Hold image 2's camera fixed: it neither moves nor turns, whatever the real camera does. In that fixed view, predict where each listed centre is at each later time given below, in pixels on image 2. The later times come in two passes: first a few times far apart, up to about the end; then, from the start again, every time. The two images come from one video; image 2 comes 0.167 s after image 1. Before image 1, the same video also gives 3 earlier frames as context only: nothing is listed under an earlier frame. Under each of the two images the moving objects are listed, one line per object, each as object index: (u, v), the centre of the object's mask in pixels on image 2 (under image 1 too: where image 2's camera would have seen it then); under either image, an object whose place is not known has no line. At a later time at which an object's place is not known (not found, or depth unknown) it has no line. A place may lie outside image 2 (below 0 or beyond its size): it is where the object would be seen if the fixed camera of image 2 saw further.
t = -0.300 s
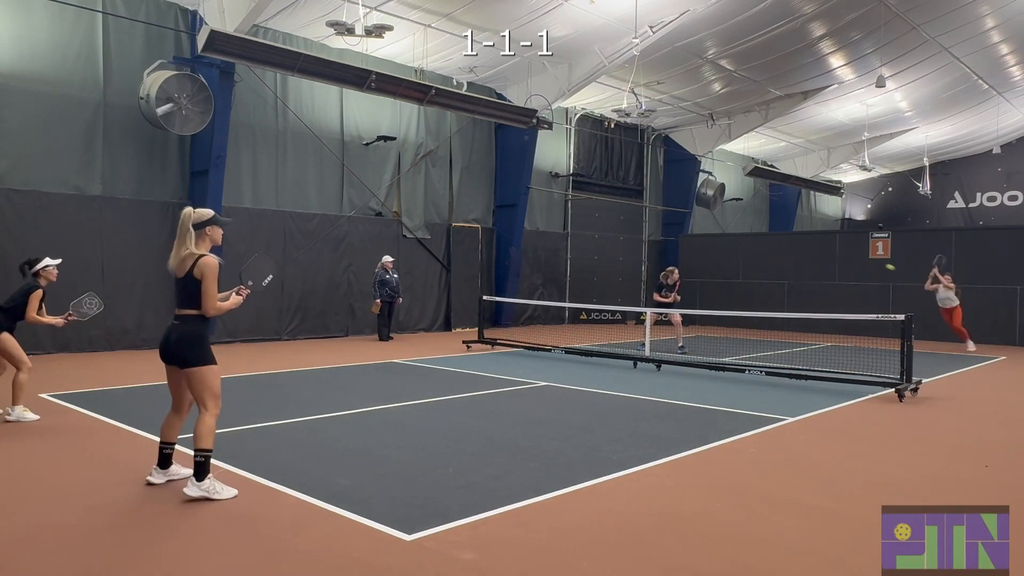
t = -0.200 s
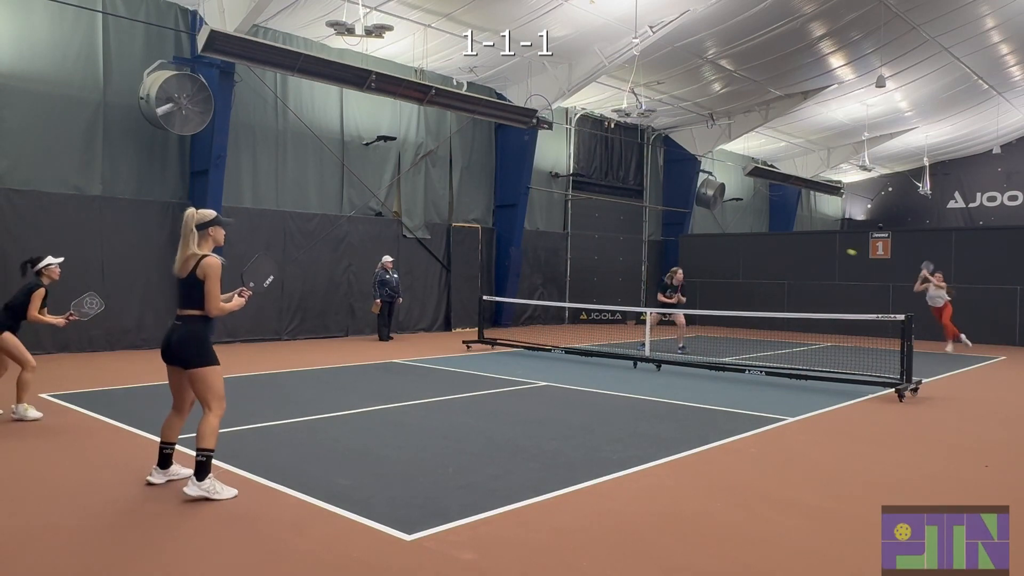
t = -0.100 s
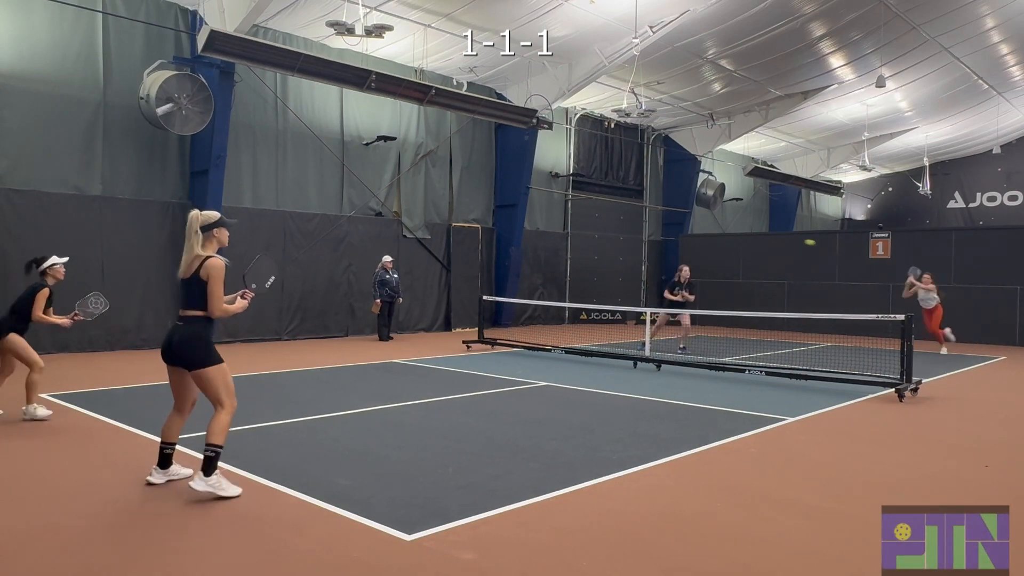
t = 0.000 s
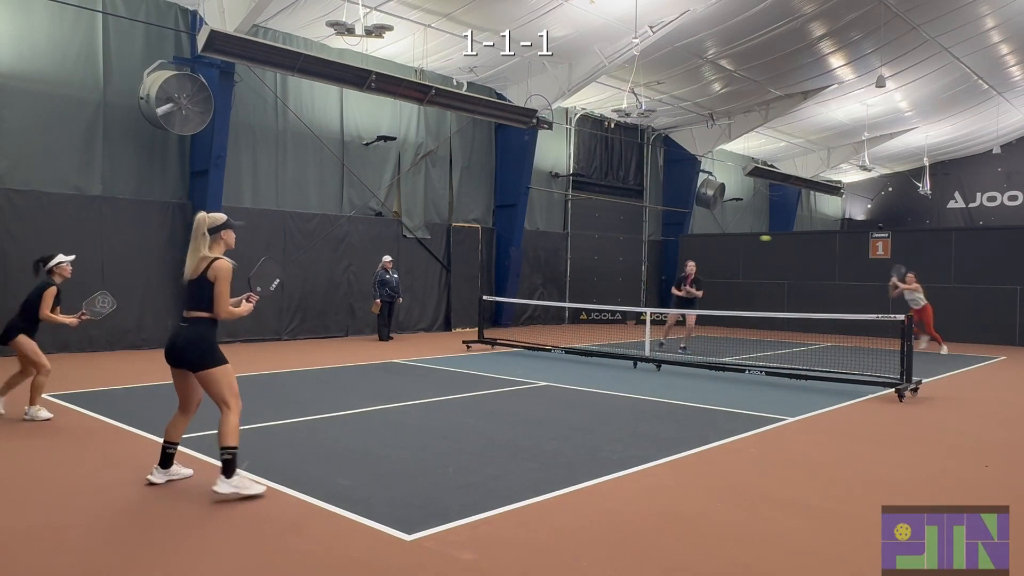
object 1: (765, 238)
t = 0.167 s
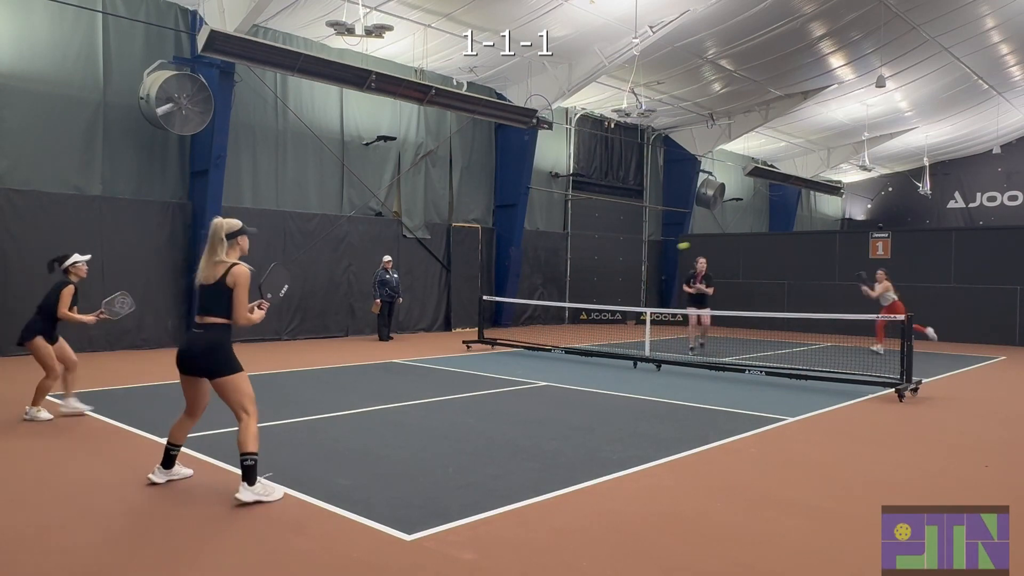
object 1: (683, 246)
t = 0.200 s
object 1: (665, 250)
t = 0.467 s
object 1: (503, 318)
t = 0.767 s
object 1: (321, 381)
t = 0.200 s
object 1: (665, 250)
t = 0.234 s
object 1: (647, 255)
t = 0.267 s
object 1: (628, 260)
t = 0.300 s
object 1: (609, 267)
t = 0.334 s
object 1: (589, 275)
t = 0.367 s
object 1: (568, 284)
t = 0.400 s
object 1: (548, 294)
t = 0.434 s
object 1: (525, 306)
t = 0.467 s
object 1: (503, 318)
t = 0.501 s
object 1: (481, 332)
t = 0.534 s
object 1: (458, 347)
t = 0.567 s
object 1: (433, 364)
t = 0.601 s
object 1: (408, 383)
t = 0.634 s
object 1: (383, 402)
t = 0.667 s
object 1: (361, 408)
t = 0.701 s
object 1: (349, 398)
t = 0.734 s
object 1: (335, 389)
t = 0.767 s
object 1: (321, 381)
